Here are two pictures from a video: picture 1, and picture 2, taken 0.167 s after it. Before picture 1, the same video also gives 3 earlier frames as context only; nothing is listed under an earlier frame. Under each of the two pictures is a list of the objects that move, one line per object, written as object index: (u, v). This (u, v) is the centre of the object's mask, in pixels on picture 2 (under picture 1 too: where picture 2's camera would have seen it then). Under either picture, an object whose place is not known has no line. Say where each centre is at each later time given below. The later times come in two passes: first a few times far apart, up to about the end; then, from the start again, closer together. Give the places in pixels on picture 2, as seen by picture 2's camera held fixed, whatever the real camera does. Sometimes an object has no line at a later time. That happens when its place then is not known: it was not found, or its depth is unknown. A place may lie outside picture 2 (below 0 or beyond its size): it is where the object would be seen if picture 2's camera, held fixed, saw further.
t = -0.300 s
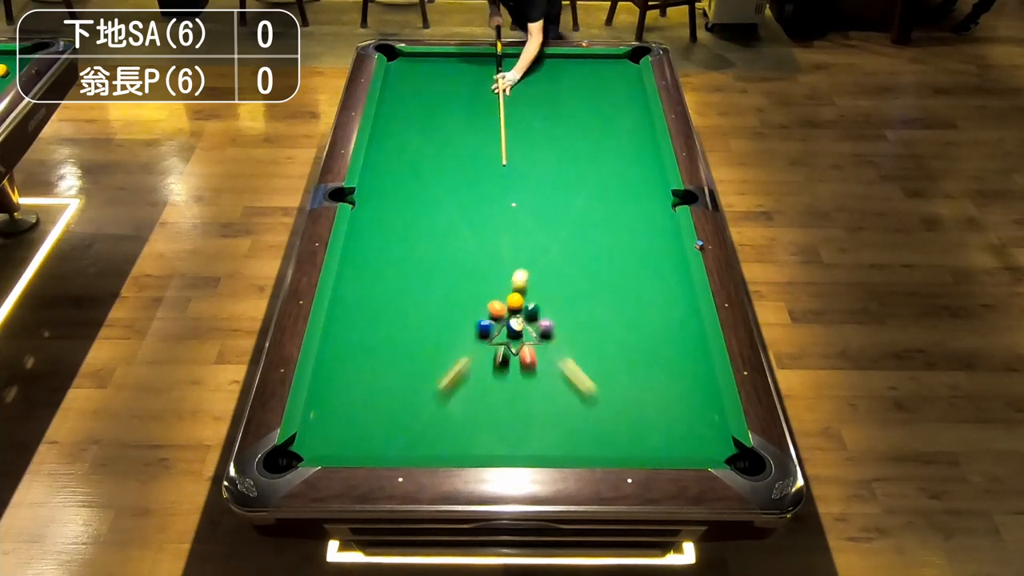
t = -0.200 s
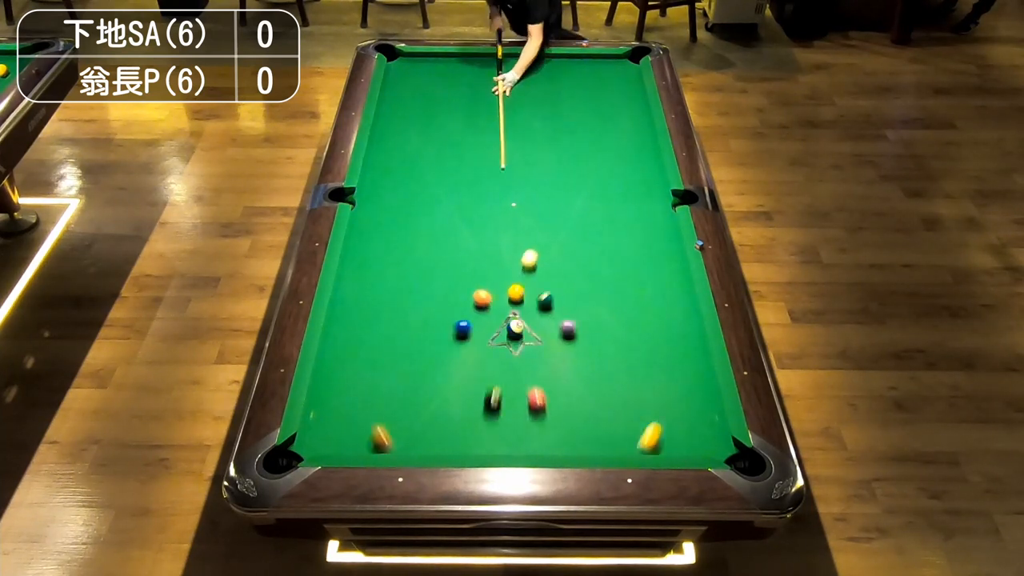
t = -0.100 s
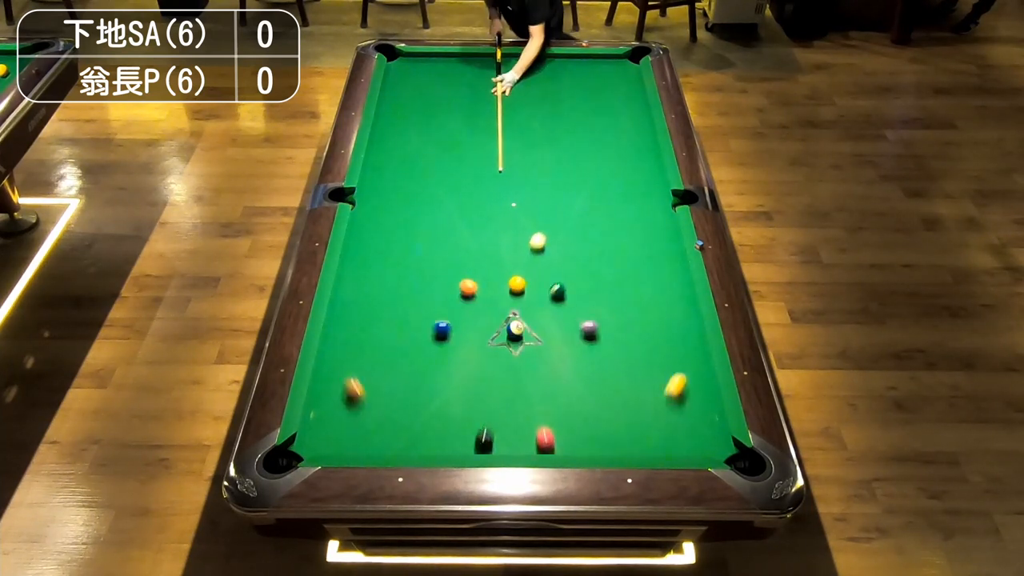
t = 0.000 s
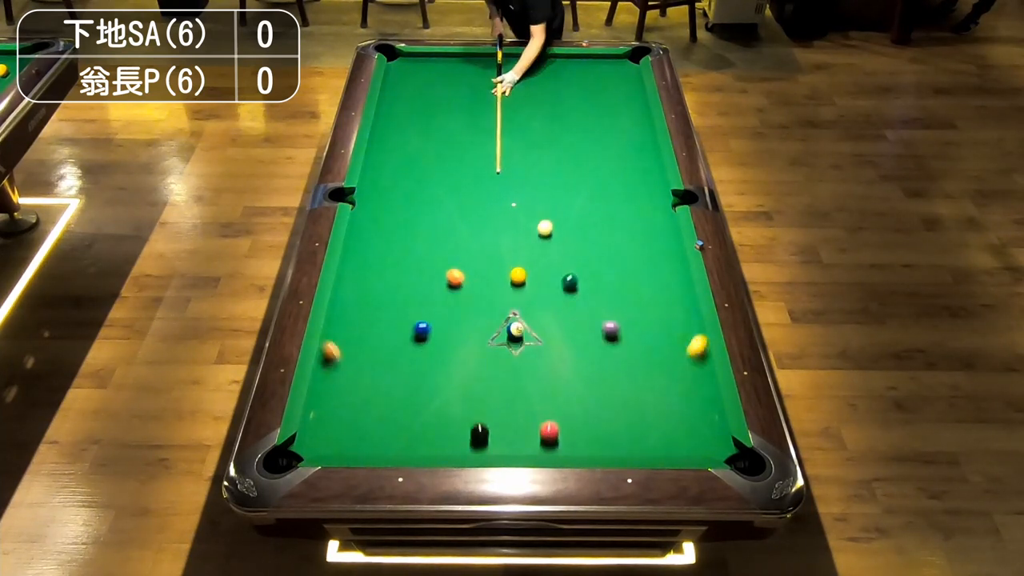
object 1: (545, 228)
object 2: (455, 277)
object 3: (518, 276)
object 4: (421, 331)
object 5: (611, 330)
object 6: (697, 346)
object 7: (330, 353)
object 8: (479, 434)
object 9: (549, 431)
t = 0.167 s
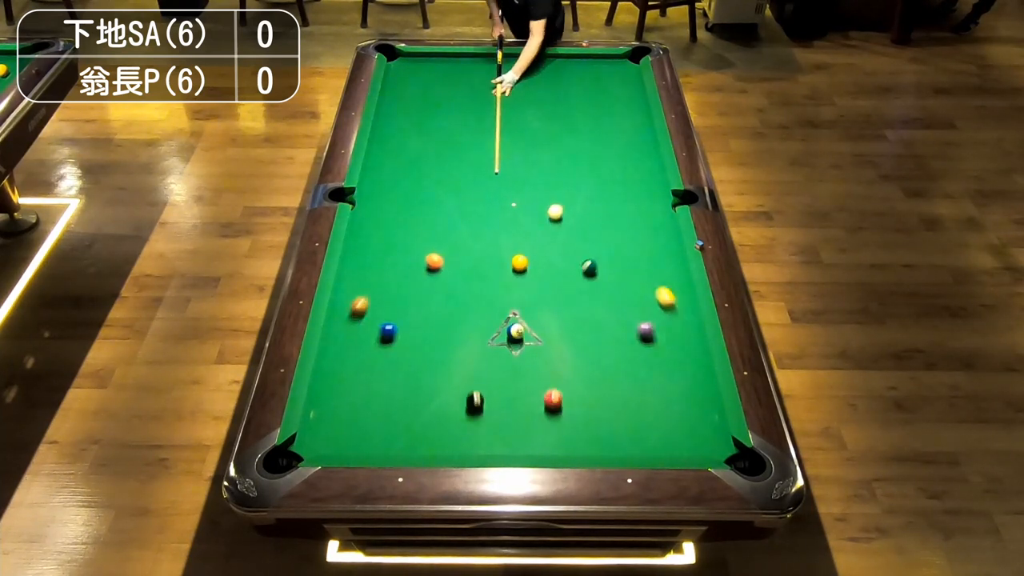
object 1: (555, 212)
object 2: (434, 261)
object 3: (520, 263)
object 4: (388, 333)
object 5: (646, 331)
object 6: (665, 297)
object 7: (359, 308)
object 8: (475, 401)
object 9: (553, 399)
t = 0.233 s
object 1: (559, 206)
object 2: (426, 254)
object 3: (520, 258)
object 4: (374, 333)
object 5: (659, 332)
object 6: (652, 280)
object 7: (372, 291)
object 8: (473, 389)
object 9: (554, 387)
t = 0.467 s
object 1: (572, 186)
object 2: (399, 230)
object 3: (522, 241)
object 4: (330, 335)
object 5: (693, 331)
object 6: (611, 224)
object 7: (414, 244)
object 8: (467, 350)
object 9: (559, 347)
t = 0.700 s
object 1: (585, 167)
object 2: (373, 198)
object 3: (524, 226)
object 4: (354, 328)
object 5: (668, 323)
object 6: (577, 178)
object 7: (453, 214)
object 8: (461, 315)
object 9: (563, 312)
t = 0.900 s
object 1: (594, 154)
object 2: (372, 178)
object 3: (525, 214)
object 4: (374, 323)
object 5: (649, 316)
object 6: (551, 143)
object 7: (483, 190)
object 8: (457, 290)
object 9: (566, 285)
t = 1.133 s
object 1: (604, 138)
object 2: (389, 160)
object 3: (526, 201)
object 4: (395, 317)
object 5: (628, 309)
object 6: (525, 107)
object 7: (514, 166)
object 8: (453, 262)
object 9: (569, 257)
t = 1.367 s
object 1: (613, 124)
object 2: (404, 144)
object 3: (528, 190)
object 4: (415, 312)
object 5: (608, 303)
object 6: (501, 75)
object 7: (543, 143)
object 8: (449, 236)
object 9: (572, 232)
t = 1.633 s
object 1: (623, 109)
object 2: (420, 127)
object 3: (529, 178)
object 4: (435, 306)
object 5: (587, 296)
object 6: (472, 62)
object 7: (573, 121)
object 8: (445, 210)
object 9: (575, 206)
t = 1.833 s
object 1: (630, 99)
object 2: (431, 115)
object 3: (530, 170)
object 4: (450, 302)
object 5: (573, 291)
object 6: (444, 74)
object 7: (593, 105)
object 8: (442, 193)
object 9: (577, 189)
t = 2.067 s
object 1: (637, 88)
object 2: (443, 103)
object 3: (531, 161)
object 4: (465, 298)
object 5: (558, 286)
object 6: (410, 89)
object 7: (615, 88)
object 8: (439, 175)
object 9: (579, 170)
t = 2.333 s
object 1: (633, 79)
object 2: (455, 89)
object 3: (531, 152)
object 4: (481, 294)
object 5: (543, 281)
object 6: (388, 106)
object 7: (634, 69)
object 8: (436, 155)
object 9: (582, 150)
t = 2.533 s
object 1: (628, 73)
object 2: (463, 80)
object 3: (531, 146)
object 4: (492, 291)
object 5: (532, 278)
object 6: (400, 119)
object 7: (623, 63)
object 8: (433, 143)
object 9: (584, 137)
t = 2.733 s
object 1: (623, 67)
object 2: (471, 72)
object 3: (532, 140)
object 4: (501, 289)
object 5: (522, 275)
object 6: (412, 131)
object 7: (613, 58)
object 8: (431, 130)
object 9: (586, 125)
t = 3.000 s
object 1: (621, 63)
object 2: (481, 61)
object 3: (532, 134)
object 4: (513, 287)
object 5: (510, 270)
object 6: (428, 149)
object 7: (608, 59)
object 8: (429, 115)
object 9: (588, 110)
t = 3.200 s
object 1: (623, 62)
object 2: (487, 57)
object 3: (532, 130)
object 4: (521, 285)
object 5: (503, 269)
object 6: (441, 162)
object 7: (601, 59)
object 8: (427, 106)
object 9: (590, 99)
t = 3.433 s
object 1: (624, 61)
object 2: (493, 61)
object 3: (532, 125)
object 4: (529, 283)
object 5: (495, 267)
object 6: (455, 178)
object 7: (594, 58)
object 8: (424, 95)
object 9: (592, 88)
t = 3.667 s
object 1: (625, 60)
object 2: (498, 66)
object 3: (532, 121)
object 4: (536, 282)
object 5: (489, 265)
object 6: (470, 194)
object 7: (588, 58)
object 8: (423, 84)
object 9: (594, 78)
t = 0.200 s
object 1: (557, 209)
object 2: (430, 258)
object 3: (520, 261)
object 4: (381, 333)
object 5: (653, 332)
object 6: (659, 288)
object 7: (366, 299)
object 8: (474, 395)
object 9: (554, 393)
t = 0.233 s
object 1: (559, 206)
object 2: (426, 254)
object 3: (520, 258)
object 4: (374, 333)
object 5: (659, 332)
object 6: (652, 280)
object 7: (372, 291)
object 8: (473, 389)
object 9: (554, 387)
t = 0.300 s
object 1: (563, 200)
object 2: (418, 249)
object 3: (521, 253)
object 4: (361, 334)
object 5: (673, 332)
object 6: (640, 263)
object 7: (385, 275)
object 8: (471, 377)
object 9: (556, 375)
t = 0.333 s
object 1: (565, 197)
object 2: (414, 246)
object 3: (521, 251)
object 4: (354, 334)
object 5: (680, 333)
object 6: (634, 255)
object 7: (391, 268)
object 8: (470, 371)
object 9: (556, 369)
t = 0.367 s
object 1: (567, 194)
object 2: (411, 243)
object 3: (521, 248)
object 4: (348, 334)
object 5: (687, 333)
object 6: (628, 247)
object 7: (396, 261)
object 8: (469, 366)
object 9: (557, 364)
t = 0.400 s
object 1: (569, 192)
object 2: (408, 239)
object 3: (521, 246)
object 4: (341, 335)
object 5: (694, 333)
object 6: (623, 239)
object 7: (402, 254)
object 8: (469, 361)
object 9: (558, 358)
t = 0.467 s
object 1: (572, 186)
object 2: (399, 230)
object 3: (522, 241)
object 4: (330, 335)
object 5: (693, 331)
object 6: (611, 224)
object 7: (414, 244)
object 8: (467, 350)
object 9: (559, 347)
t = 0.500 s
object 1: (574, 183)
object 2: (395, 225)
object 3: (522, 239)
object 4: (333, 334)
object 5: (689, 330)
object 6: (606, 217)
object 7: (420, 239)
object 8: (466, 345)
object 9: (559, 342)
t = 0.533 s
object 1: (576, 181)
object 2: (392, 221)
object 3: (522, 237)
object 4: (336, 333)
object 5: (685, 329)
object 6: (601, 210)
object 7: (426, 235)
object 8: (465, 340)
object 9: (560, 337)
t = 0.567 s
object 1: (577, 178)
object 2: (388, 216)
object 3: (523, 234)
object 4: (340, 332)
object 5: (682, 328)
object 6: (596, 203)
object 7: (431, 230)
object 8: (464, 335)
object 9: (561, 332)
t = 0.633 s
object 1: (581, 172)
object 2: (380, 207)
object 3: (523, 230)
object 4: (347, 330)
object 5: (675, 325)
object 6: (586, 190)
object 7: (442, 222)
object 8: (463, 325)
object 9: (562, 322)
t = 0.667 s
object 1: (583, 169)
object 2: (377, 203)
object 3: (523, 228)
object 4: (350, 329)
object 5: (671, 324)
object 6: (581, 184)
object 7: (448, 218)
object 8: (462, 320)
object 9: (562, 317)
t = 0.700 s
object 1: (585, 167)
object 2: (373, 198)
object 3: (524, 226)
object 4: (354, 328)
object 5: (668, 323)
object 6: (577, 178)
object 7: (453, 214)
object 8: (461, 315)
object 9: (563, 312)
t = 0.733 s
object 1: (586, 165)
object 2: (370, 194)
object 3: (524, 224)
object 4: (357, 328)
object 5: (665, 322)
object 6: (572, 171)
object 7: (458, 210)
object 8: (461, 311)
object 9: (563, 307)
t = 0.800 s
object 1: (589, 161)
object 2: (364, 186)
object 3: (524, 220)
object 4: (364, 326)
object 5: (658, 320)
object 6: (563, 159)
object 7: (468, 202)
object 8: (459, 302)
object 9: (564, 299)
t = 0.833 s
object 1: (591, 158)
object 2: (367, 183)
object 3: (525, 218)
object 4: (367, 325)
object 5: (655, 319)
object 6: (559, 154)
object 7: (473, 198)
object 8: (459, 298)
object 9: (565, 294)
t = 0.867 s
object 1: (592, 156)
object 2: (369, 181)
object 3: (525, 216)
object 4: (370, 324)
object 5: (652, 318)
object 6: (555, 148)
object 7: (478, 194)
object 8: (458, 293)
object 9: (565, 290)
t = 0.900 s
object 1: (594, 154)
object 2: (372, 178)
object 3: (525, 214)
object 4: (374, 323)
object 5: (649, 316)
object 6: (551, 143)
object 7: (483, 190)
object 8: (457, 290)
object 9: (566, 285)
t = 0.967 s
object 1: (597, 149)
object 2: (377, 173)
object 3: (525, 210)
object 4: (380, 322)
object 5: (642, 314)
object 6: (543, 132)
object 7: (492, 183)
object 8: (456, 280)
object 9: (566, 277)
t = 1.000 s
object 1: (598, 147)
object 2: (380, 170)
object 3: (526, 208)
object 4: (383, 320)
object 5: (639, 313)
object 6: (539, 126)
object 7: (497, 179)
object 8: (455, 277)
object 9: (567, 273)
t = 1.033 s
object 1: (600, 145)
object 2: (382, 167)
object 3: (526, 207)
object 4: (386, 320)
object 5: (636, 312)
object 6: (535, 121)
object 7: (501, 176)
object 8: (455, 273)
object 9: (568, 269)
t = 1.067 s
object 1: (601, 142)
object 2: (384, 165)
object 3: (526, 205)
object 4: (389, 319)
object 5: (634, 311)
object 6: (532, 116)
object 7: (506, 173)
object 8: (454, 269)
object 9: (568, 265)
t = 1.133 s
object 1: (604, 138)
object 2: (389, 160)
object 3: (526, 201)
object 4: (395, 317)
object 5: (628, 309)
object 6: (525, 107)
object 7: (514, 166)
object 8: (453, 262)
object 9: (569, 257)
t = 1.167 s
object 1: (605, 136)
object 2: (391, 158)
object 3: (527, 200)
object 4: (398, 316)
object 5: (625, 308)
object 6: (521, 102)
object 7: (519, 162)
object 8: (452, 258)
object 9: (569, 254)
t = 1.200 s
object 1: (607, 134)
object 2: (393, 155)
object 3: (527, 198)
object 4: (401, 316)
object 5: (622, 307)
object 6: (517, 97)
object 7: (523, 159)
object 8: (452, 253)
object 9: (570, 250)
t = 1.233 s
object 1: (608, 132)
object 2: (396, 153)
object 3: (527, 196)
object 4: (403, 315)
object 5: (619, 306)
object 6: (514, 93)
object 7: (527, 156)
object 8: (451, 250)
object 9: (570, 246)
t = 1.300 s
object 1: (611, 128)
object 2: (400, 148)
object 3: (527, 193)
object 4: (409, 313)
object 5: (613, 304)
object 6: (508, 84)
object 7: (535, 150)
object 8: (450, 244)
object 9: (571, 239)
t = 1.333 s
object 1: (612, 126)
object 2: (402, 146)
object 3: (527, 191)
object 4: (412, 313)
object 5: (611, 303)
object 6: (504, 80)
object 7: (539, 147)
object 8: (449, 239)
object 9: (571, 236)
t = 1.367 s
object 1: (613, 124)
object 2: (404, 144)
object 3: (528, 190)
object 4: (415, 312)
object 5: (608, 303)
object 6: (501, 75)
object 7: (543, 143)
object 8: (449, 236)
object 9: (572, 232)
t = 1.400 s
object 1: (615, 122)
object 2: (406, 141)
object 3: (528, 188)
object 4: (418, 311)
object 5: (605, 302)
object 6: (498, 71)
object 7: (547, 141)
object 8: (448, 233)
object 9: (572, 229)
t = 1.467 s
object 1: (617, 118)
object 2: (410, 137)
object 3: (529, 185)
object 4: (423, 310)
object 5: (600, 300)
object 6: (492, 63)
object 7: (555, 135)
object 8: (447, 226)
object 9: (573, 222)
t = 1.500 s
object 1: (618, 116)
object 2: (412, 135)
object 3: (529, 184)
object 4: (425, 309)
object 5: (598, 299)
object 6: (489, 59)
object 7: (558, 132)
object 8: (447, 222)
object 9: (573, 219)
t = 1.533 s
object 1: (619, 115)
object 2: (414, 133)
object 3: (529, 182)
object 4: (428, 308)
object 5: (595, 298)
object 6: (486, 56)
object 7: (562, 129)
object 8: (446, 220)
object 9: (574, 215)
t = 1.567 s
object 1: (621, 113)
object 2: (416, 131)
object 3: (529, 181)
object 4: (430, 308)
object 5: (592, 297)
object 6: (482, 58)
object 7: (566, 126)
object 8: (446, 217)
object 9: (574, 212)
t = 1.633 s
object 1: (623, 109)
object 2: (420, 127)
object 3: (529, 178)
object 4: (435, 306)
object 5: (587, 296)
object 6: (472, 62)
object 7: (573, 121)
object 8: (445, 210)
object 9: (575, 206)
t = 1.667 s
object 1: (624, 108)
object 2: (422, 125)
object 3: (530, 176)
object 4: (438, 305)
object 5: (585, 295)
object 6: (468, 64)
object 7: (576, 118)
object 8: (444, 208)
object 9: (575, 203)
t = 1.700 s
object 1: (625, 106)
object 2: (424, 123)
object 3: (530, 175)
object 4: (440, 305)
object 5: (583, 294)
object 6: (463, 66)
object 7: (580, 115)
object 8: (444, 204)
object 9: (575, 200)
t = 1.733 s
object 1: (627, 104)
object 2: (426, 121)
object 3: (530, 173)
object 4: (443, 304)
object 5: (580, 293)
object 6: (458, 68)
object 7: (583, 113)
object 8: (443, 202)
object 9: (576, 197)
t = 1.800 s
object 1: (629, 101)
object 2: (429, 117)
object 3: (530, 171)
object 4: (447, 303)
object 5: (576, 292)
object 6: (449, 72)
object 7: (590, 107)
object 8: (442, 196)
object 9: (576, 191)
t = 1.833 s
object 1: (630, 99)
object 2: (431, 115)
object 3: (530, 170)
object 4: (450, 302)
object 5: (573, 291)
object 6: (444, 74)
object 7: (593, 105)
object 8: (442, 193)
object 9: (577, 189)
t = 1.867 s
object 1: (631, 97)
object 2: (433, 113)
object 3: (530, 168)
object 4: (452, 302)
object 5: (571, 290)
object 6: (439, 77)
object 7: (596, 102)
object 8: (441, 191)
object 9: (577, 186)
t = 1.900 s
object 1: (632, 96)
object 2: (434, 111)
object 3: (530, 167)
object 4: (454, 301)
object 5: (569, 290)
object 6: (434, 78)
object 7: (600, 100)
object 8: (441, 188)
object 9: (577, 183)
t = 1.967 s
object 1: (634, 93)
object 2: (438, 108)
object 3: (530, 165)
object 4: (459, 300)
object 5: (564, 288)
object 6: (425, 83)
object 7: (606, 95)
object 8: (440, 182)
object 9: (578, 178)
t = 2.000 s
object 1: (635, 91)
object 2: (440, 106)
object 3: (530, 163)
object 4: (461, 300)
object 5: (562, 288)
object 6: (420, 85)
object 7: (609, 93)
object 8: (439, 180)
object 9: (578, 175)
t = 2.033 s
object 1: (636, 89)
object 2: (441, 104)
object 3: (530, 162)
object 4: (463, 299)
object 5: (560, 287)
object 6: (415, 87)
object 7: (612, 90)
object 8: (439, 177)
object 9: (579, 172)
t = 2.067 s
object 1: (637, 88)
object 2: (443, 103)
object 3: (531, 161)
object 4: (465, 298)
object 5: (558, 286)
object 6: (410, 89)
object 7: (615, 88)
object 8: (439, 175)
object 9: (579, 170)
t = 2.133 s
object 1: (639, 85)
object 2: (446, 99)
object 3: (531, 159)
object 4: (469, 297)
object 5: (554, 285)
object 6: (401, 93)
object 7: (621, 83)
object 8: (438, 170)
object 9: (580, 165)
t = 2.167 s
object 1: (637, 84)
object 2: (447, 98)
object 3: (531, 157)
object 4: (471, 297)
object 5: (552, 284)
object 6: (395, 95)
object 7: (624, 81)
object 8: (438, 167)
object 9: (580, 162)
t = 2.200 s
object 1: (636, 83)
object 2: (449, 96)
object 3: (531, 156)
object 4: (473, 296)
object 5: (550, 284)
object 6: (390, 97)
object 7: (626, 78)
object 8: (437, 165)
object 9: (580, 160)
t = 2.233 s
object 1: (636, 82)
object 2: (451, 94)
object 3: (531, 155)
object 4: (475, 296)
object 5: (548, 283)
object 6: (386, 99)
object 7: (628, 75)
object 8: (437, 162)
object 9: (581, 157)
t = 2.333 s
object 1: (633, 79)
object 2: (455, 89)
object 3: (531, 152)
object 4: (481, 294)
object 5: (543, 281)
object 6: (388, 106)
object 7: (634, 69)
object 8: (436, 155)
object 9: (582, 150)
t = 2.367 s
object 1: (632, 78)
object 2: (456, 88)
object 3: (531, 151)
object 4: (483, 294)
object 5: (541, 281)
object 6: (390, 108)
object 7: (633, 68)
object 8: (435, 154)
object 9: (582, 148)
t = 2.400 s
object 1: (631, 77)
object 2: (458, 86)
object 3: (531, 150)
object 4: (485, 293)
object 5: (539, 280)
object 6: (392, 110)
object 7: (630, 67)
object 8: (435, 151)
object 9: (583, 146)
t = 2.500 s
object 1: (629, 74)
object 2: (462, 82)
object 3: (531, 147)
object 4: (490, 292)
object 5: (534, 278)
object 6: (398, 116)
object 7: (625, 64)
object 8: (434, 145)
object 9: (584, 139)
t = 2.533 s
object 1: (628, 73)
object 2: (463, 80)
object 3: (531, 146)
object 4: (492, 291)
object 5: (532, 278)
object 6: (400, 119)
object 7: (623, 63)
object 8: (433, 143)
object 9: (584, 137)
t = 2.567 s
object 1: (627, 72)
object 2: (465, 79)
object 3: (531, 145)
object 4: (493, 291)
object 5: (530, 277)
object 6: (402, 121)
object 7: (621, 62)
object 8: (433, 140)
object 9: (584, 135)
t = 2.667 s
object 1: (625, 69)
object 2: (469, 75)
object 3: (531, 142)
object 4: (498, 290)
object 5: (525, 276)
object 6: (408, 127)
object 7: (616, 60)
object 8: (432, 134)
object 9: (585, 129)
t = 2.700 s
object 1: (624, 68)
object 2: (470, 73)
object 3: (532, 141)
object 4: (500, 290)
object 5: (524, 275)
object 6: (410, 129)
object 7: (615, 59)
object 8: (432, 133)
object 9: (585, 127)
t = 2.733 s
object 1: (623, 67)
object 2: (471, 72)
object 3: (532, 140)
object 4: (501, 289)
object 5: (522, 275)
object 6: (412, 131)
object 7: (613, 58)
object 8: (431, 130)
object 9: (586, 125)
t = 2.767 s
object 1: (623, 66)
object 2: (473, 71)
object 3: (532, 140)
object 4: (503, 289)
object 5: (521, 275)
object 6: (414, 133)
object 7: (613, 58)
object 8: (431, 128)
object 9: (586, 123)
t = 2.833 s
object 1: (621, 65)
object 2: (475, 68)
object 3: (532, 138)
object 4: (506, 288)
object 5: (518, 274)
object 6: (418, 138)
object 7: (612, 58)
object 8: (430, 125)
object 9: (587, 119)
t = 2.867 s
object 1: (620, 64)
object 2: (476, 67)
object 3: (532, 137)
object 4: (507, 288)
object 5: (517, 273)
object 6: (420, 140)
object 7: (611, 59)
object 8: (430, 123)
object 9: (587, 117)
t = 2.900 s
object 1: (620, 63)
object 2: (477, 65)
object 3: (532, 136)
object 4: (509, 288)
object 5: (515, 272)
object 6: (422, 142)
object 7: (610, 59)
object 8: (429, 121)
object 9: (588, 115)
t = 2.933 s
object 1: (620, 63)
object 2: (479, 64)
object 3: (532, 135)
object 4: (510, 287)
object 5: (514, 271)
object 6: (424, 144)
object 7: (609, 59)
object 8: (429, 119)
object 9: (588, 113)
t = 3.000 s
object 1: (621, 63)
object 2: (481, 61)
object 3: (532, 134)
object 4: (513, 287)
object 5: (510, 270)
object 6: (428, 149)
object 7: (608, 59)
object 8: (429, 115)
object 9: (588, 110)
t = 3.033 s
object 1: (621, 63)
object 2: (482, 60)
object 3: (532, 133)
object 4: (514, 287)
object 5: (509, 270)
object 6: (430, 151)
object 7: (607, 59)
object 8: (428, 114)
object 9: (589, 108)
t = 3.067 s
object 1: (622, 62)
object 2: (483, 59)
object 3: (532, 132)
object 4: (516, 286)
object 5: (507, 271)
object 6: (432, 153)
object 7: (606, 59)
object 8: (428, 112)
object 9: (589, 106)
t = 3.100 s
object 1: (622, 62)
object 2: (484, 58)
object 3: (532, 132)
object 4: (517, 286)
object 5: (507, 271)
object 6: (435, 155)
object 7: (604, 59)
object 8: (428, 110)
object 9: (589, 104)
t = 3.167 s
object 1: (622, 62)
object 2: (486, 57)
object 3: (532, 130)
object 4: (520, 285)
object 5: (504, 269)
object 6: (439, 160)
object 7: (602, 59)
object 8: (427, 107)
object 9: (590, 101)
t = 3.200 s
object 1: (623, 62)
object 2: (487, 57)
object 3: (532, 130)
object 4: (521, 285)
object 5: (503, 269)
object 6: (441, 162)
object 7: (601, 59)
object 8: (427, 106)
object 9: (590, 99)
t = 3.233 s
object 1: (623, 62)
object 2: (488, 58)
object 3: (532, 129)
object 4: (522, 285)
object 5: (502, 269)
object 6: (443, 164)
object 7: (600, 59)
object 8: (426, 104)
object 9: (590, 97)
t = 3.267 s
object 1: (623, 61)
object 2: (489, 59)
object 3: (532, 128)
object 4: (523, 285)
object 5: (501, 268)
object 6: (445, 167)
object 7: (599, 59)
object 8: (426, 102)
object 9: (591, 96)
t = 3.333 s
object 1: (624, 61)
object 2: (490, 60)
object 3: (532, 127)
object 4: (526, 284)
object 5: (499, 267)
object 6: (449, 171)
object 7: (597, 59)
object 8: (426, 99)
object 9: (591, 93)
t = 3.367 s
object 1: (624, 61)
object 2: (491, 60)
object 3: (532, 126)
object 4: (527, 284)
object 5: (498, 267)
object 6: (451, 174)
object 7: (596, 58)
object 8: (425, 97)
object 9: (591, 91)
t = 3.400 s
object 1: (624, 61)
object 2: (492, 61)
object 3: (532, 126)
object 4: (528, 284)
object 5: (497, 267)
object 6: (453, 176)
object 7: (595, 58)
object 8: (425, 96)
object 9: (592, 89)
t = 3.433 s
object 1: (624, 61)
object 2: (493, 61)
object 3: (532, 125)
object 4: (529, 283)
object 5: (495, 267)
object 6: (455, 178)
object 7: (594, 58)
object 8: (424, 95)
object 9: (592, 88)
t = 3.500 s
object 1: (625, 60)
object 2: (494, 63)
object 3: (532, 124)
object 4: (531, 283)
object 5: (494, 266)
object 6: (460, 183)
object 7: (593, 58)
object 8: (424, 91)
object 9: (593, 85)
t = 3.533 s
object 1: (625, 60)
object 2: (495, 64)
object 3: (532, 123)
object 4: (532, 283)
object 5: (493, 266)
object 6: (462, 185)
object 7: (592, 58)
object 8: (424, 89)
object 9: (593, 83)
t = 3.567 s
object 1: (625, 60)
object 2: (496, 64)
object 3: (532, 123)
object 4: (533, 283)
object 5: (492, 265)
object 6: (464, 187)
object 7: (591, 58)
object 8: (424, 88)
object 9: (594, 82)
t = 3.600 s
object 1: (625, 60)
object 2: (496, 65)
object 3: (532, 122)
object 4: (534, 283)
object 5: (491, 265)
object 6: (465, 190)
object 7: (590, 58)
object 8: (423, 87)
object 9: (594, 80)
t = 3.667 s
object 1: (625, 60)
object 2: (498, 66)
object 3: (532, 121)
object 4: (536, 282)
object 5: (489, 265)
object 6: (470, 194)
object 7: (588, 58)
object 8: (423, 84)
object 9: (594, 78)
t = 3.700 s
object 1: (625, 60)
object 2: (498, 67)
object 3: (532, 121)
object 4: (536, 282)
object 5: (488, 265)
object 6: (472, 196)
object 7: (588, 58)
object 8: (423, 83)
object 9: (594, 76)
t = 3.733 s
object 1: (625, 60)
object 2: (499, 67)
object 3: (532, 120)
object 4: (537, 282)
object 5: (487, 265)
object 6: (474, 199)
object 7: (587, 58)
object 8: (423, 81)
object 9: (595, 75)
